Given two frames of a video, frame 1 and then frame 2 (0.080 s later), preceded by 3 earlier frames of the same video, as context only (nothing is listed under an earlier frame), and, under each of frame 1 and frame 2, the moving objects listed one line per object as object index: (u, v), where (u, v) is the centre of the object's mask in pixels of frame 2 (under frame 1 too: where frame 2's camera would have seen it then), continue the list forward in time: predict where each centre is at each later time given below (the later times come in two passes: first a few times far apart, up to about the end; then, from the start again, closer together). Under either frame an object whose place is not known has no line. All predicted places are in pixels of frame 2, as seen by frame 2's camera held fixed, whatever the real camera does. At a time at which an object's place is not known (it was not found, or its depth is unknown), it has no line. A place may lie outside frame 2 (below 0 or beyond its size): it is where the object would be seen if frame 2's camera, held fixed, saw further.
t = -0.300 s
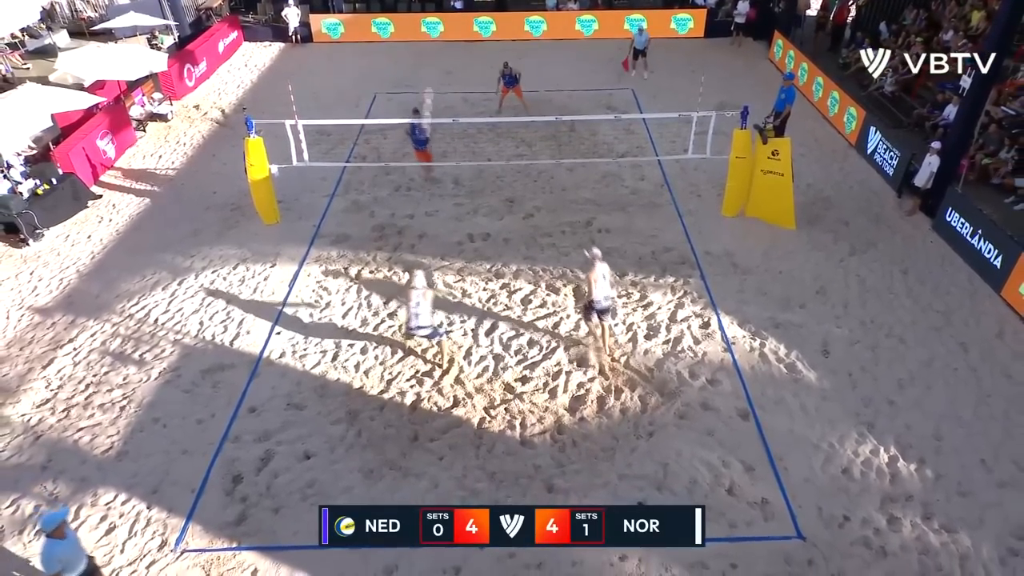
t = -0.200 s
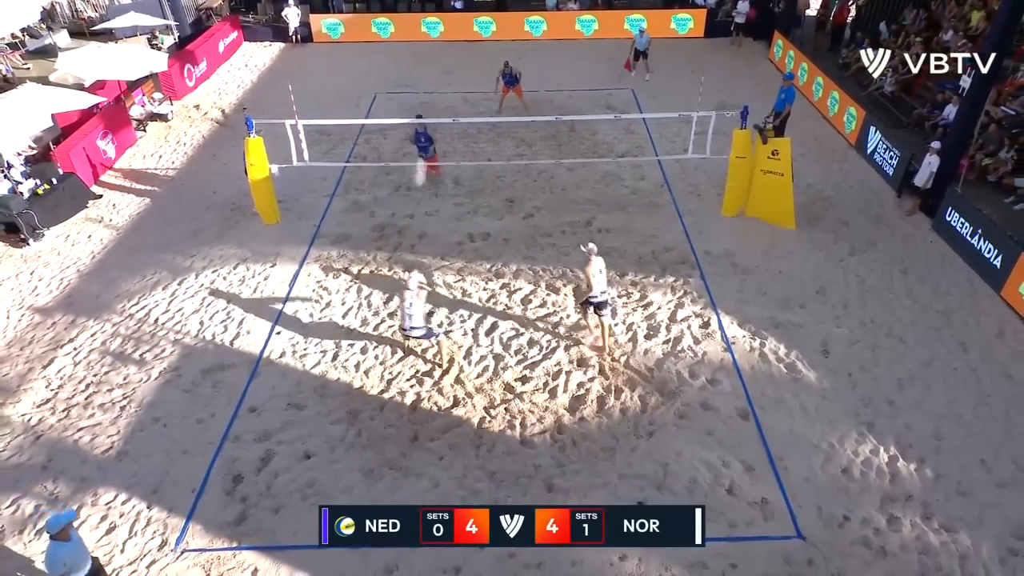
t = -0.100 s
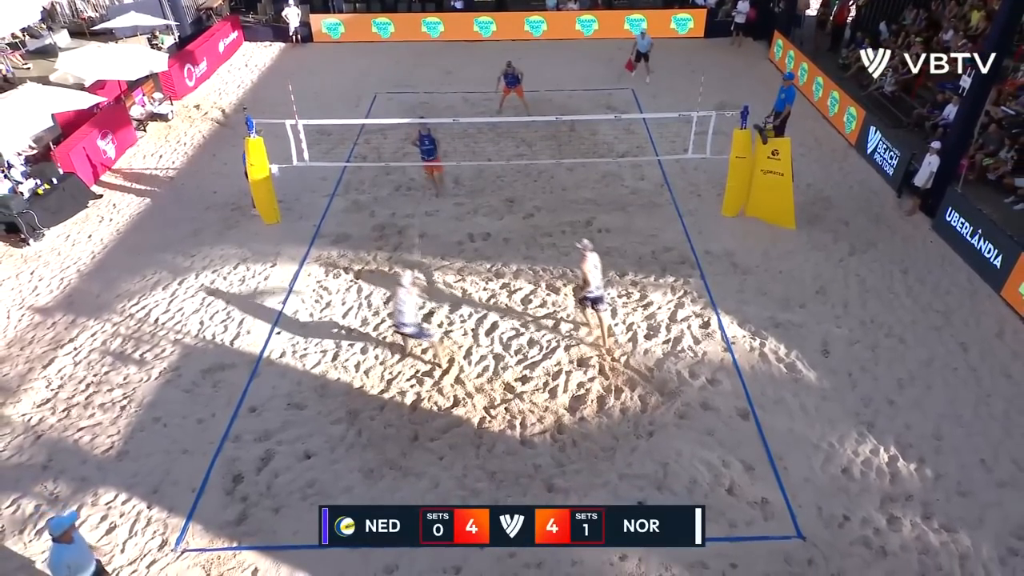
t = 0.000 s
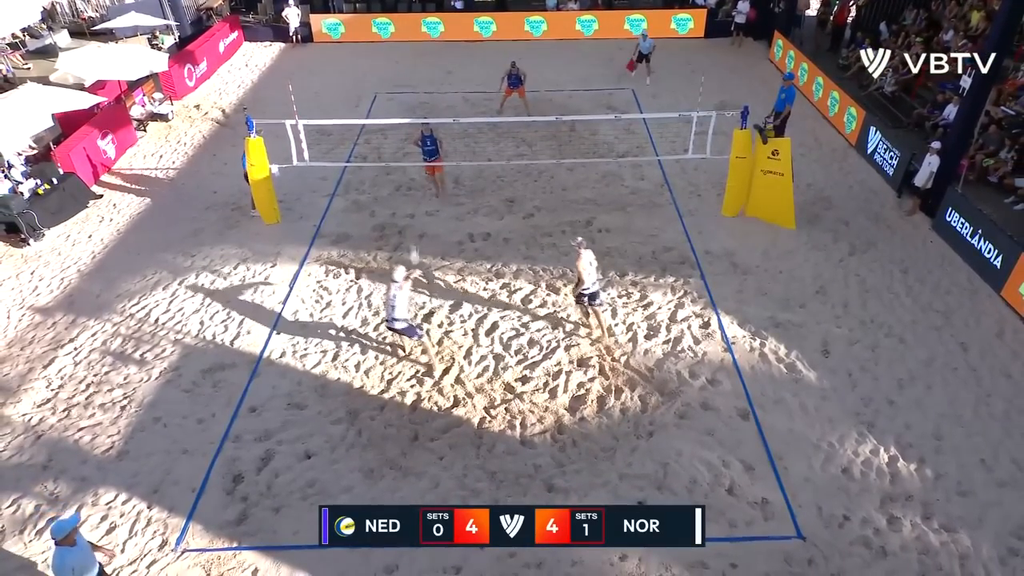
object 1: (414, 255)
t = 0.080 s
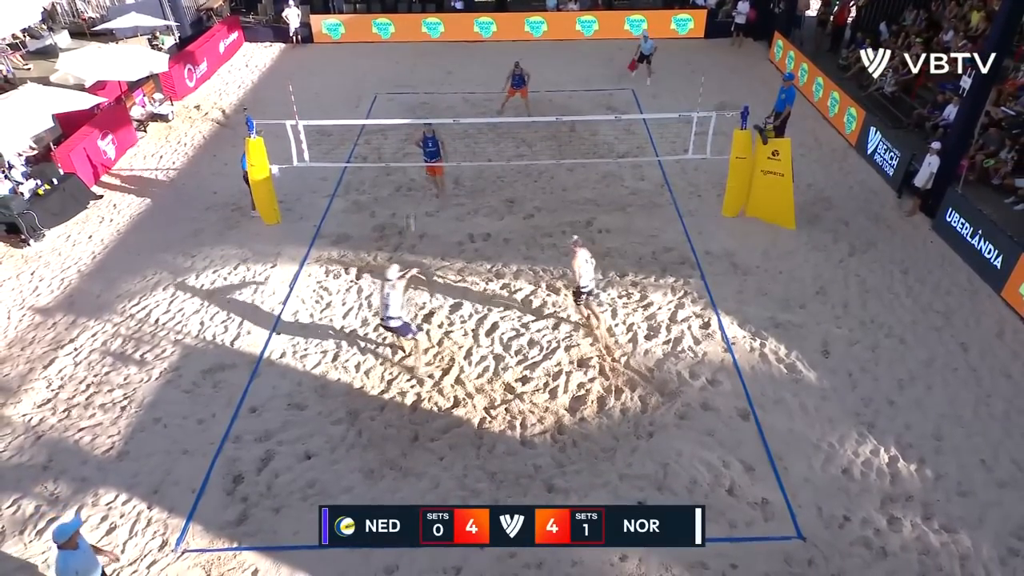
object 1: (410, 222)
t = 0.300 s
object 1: (409, 149)
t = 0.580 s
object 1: (405, 95)
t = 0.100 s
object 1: (412, 216)
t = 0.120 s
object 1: (411, 206)
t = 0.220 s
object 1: (410, 172)
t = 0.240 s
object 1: (410, 167)
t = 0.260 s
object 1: (410, 161)
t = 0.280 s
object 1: (409, 154)
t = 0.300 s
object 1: (409, 149)
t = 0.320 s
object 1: (408, 144)
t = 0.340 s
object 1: (408, 139)
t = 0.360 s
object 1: (408, 133)
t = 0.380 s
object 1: (408, 131)
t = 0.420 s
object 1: (407, 121)
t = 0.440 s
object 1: (406, 116)
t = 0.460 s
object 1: (406, 111)
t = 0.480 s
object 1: (406, 109)
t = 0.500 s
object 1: (406, 106)
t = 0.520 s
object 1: (405, 103)
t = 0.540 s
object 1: (406, 100)
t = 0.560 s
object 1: (405, 97)
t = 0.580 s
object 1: (405, 95)
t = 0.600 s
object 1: (405, 93)
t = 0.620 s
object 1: (405, 92)
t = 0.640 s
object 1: (405, 91)
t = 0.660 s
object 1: (405, 89)
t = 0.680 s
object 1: (405, 88)
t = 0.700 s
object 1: (405, 87)
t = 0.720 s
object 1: (405, 87)
